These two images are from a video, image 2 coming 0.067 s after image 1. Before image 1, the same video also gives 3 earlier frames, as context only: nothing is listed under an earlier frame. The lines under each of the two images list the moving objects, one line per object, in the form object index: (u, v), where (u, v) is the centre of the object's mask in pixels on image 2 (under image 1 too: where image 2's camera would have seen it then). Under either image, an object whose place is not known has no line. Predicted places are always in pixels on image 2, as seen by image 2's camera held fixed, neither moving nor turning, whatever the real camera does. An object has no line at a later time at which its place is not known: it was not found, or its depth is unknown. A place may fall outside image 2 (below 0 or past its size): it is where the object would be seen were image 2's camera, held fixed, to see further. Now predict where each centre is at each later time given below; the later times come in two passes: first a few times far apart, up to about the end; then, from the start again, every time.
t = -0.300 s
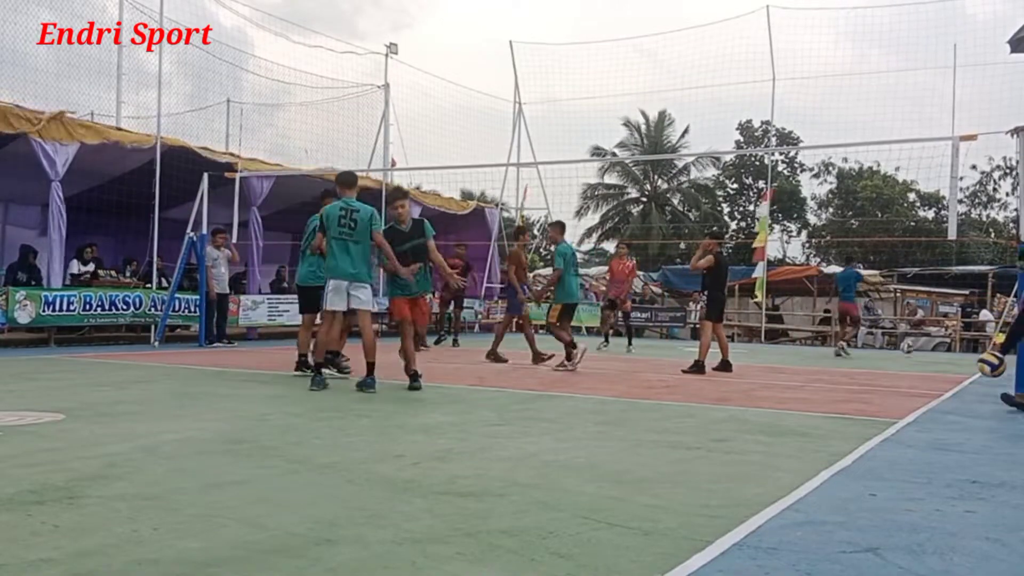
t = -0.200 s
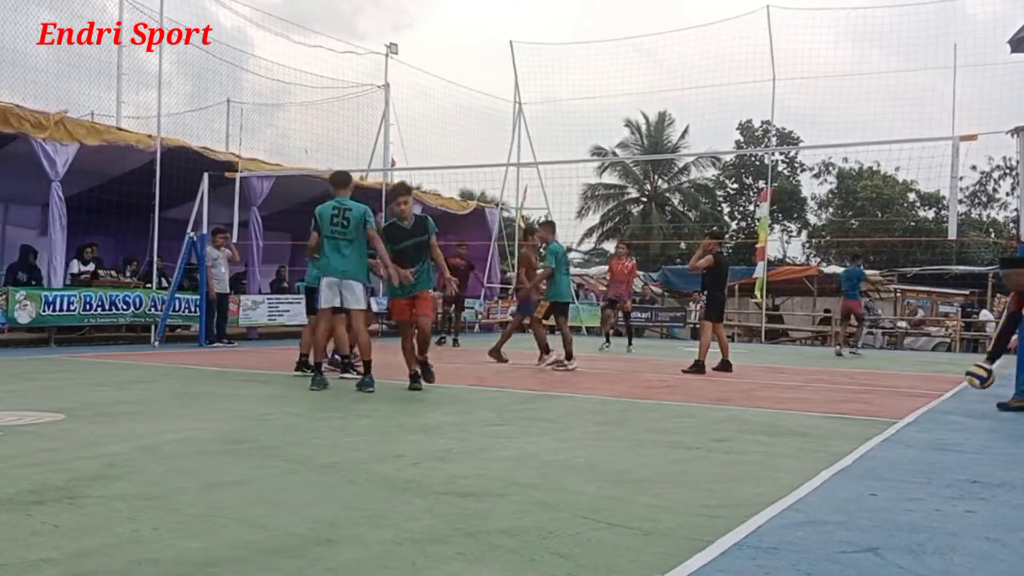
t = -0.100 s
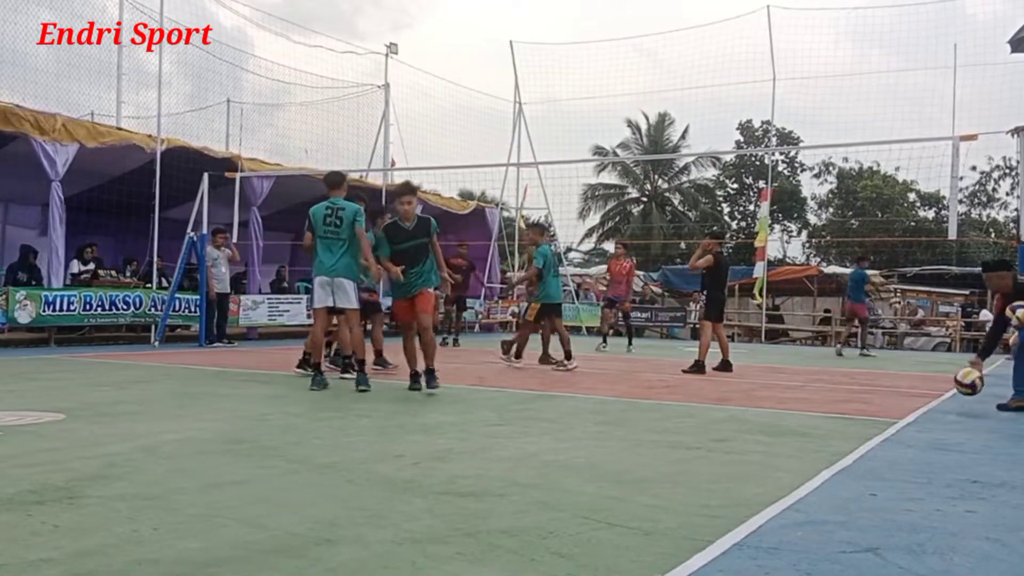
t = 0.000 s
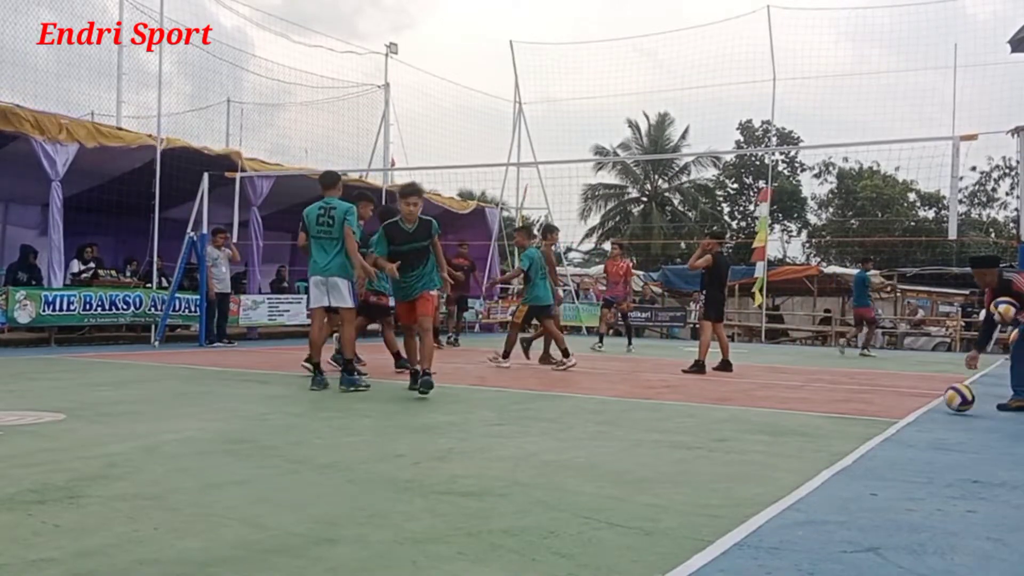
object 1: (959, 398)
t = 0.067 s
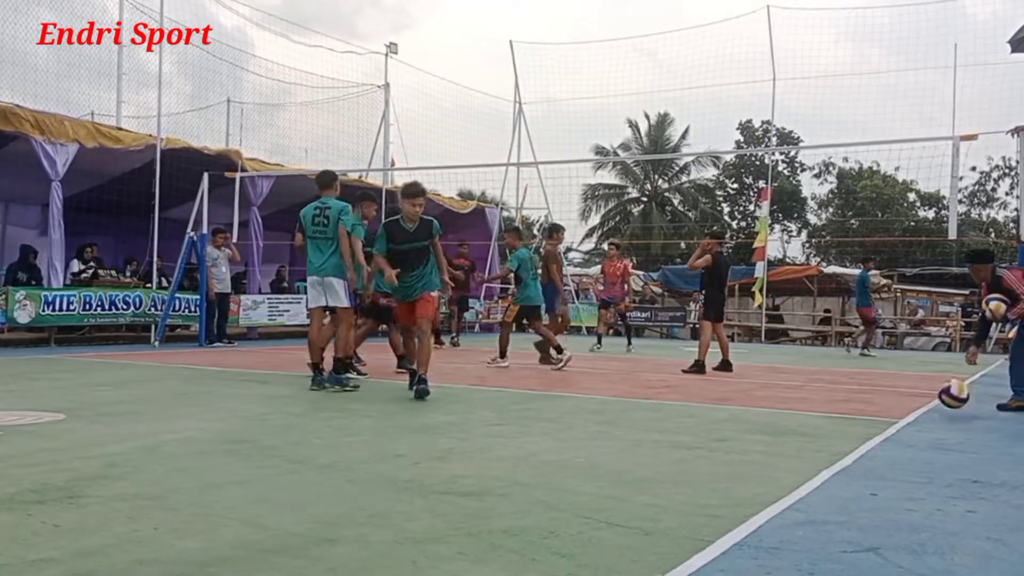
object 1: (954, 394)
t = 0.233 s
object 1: (939, 393)
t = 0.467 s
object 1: (917, 396)
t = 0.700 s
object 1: (893, 408)
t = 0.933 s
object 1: (866, 419)
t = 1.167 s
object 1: (837, 429)
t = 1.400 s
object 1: (805, 437)
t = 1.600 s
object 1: (774, 449)
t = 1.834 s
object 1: (732, 467)
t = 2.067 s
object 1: (686, 484)
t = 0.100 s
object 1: (951, 391)
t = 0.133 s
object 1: (948, 390)
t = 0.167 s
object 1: (945, 389)
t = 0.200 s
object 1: (942, 390)
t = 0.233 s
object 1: (939, 393)
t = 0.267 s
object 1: (936, 398)
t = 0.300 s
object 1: (933, 405)
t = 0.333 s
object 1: (929, 407)
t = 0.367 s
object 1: (927, 402)
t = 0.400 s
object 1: (923, 398)
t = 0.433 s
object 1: (920, 396)
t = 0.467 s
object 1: (917, 396)
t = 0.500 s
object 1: (914, 397)
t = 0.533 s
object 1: (911, 399)
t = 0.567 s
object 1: (907, 405)
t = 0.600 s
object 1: (903, 412)
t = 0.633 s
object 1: (900, 416)
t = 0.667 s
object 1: (896, 411)
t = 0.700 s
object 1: (893, 408)
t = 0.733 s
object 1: (890, 407)
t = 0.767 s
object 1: (886, 408)
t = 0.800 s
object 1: (882, 409)
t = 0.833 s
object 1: (878, 415)
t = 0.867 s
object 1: (874, 421)
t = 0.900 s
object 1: (870, 423)
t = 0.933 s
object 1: (866, 419)
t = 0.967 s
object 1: (861, 418)
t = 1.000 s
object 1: (859, 418)
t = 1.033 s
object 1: (854, 420)
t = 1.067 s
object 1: (850, 424)
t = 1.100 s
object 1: (845, 431)
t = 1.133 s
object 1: (841, 432)
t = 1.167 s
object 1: (837, 429)
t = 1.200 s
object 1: (833, 428)
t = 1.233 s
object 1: (828, 429)
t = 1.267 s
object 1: (823, 432)
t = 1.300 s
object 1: (820, 438)
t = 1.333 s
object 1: (814, 441)
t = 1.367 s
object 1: (810, 438)
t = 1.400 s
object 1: (805, 437)
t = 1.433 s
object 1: (800, 439)
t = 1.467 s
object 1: (794, 443)
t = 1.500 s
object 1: (789, 450)
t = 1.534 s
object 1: (784, 449)
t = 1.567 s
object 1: (779, 447)
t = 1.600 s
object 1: (774, 449)
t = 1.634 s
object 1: (768, 452)
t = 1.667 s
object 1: (763, 460)
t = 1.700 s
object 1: (757, 458)
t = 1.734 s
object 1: (751, 459)
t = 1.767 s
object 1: (745, 462)
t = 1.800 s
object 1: (739, 467)
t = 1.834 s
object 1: (732, 467)
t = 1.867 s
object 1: (726, 468)
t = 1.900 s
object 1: (720, 472)
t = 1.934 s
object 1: (713, 474)
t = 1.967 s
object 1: (707, 476)
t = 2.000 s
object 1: (700, 480)
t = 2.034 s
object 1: (693, 480)
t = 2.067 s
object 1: (686, 484)
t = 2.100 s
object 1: (678, 488)
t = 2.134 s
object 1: (670, 490)
